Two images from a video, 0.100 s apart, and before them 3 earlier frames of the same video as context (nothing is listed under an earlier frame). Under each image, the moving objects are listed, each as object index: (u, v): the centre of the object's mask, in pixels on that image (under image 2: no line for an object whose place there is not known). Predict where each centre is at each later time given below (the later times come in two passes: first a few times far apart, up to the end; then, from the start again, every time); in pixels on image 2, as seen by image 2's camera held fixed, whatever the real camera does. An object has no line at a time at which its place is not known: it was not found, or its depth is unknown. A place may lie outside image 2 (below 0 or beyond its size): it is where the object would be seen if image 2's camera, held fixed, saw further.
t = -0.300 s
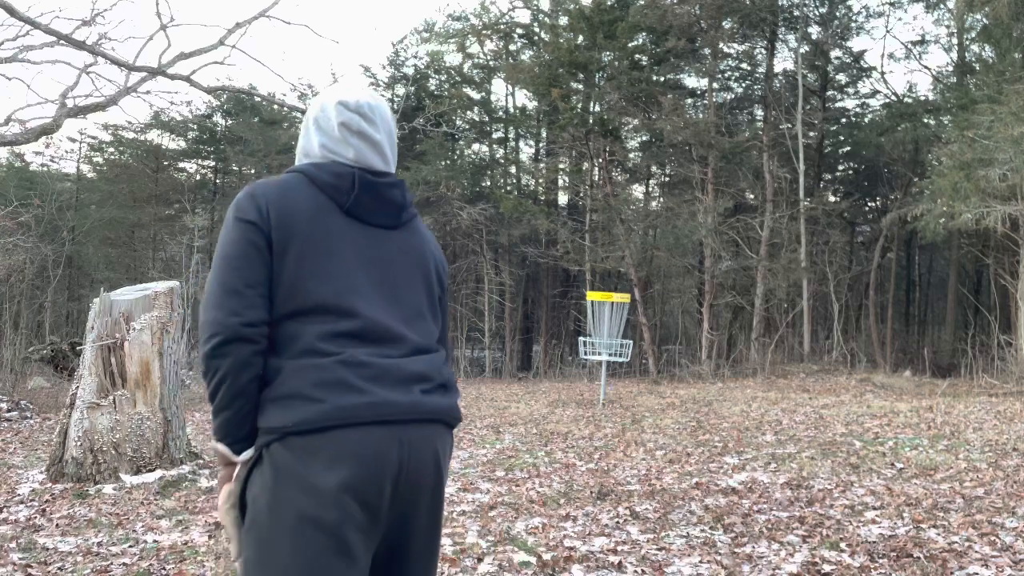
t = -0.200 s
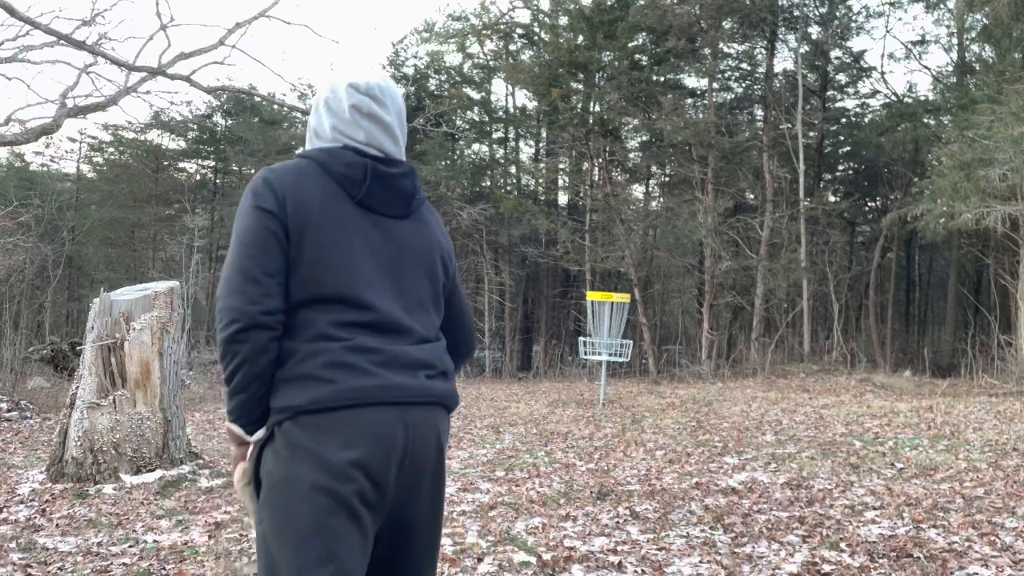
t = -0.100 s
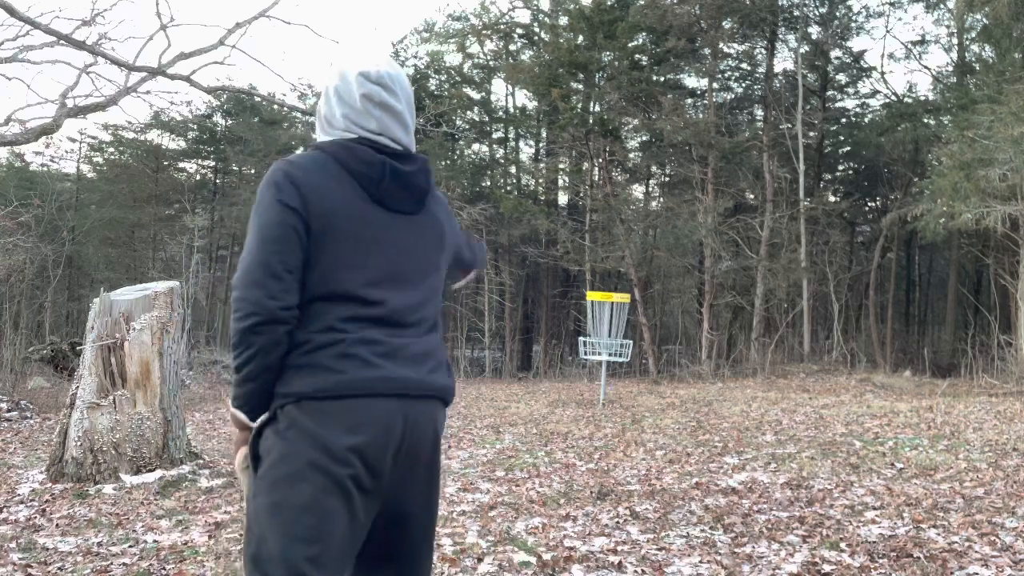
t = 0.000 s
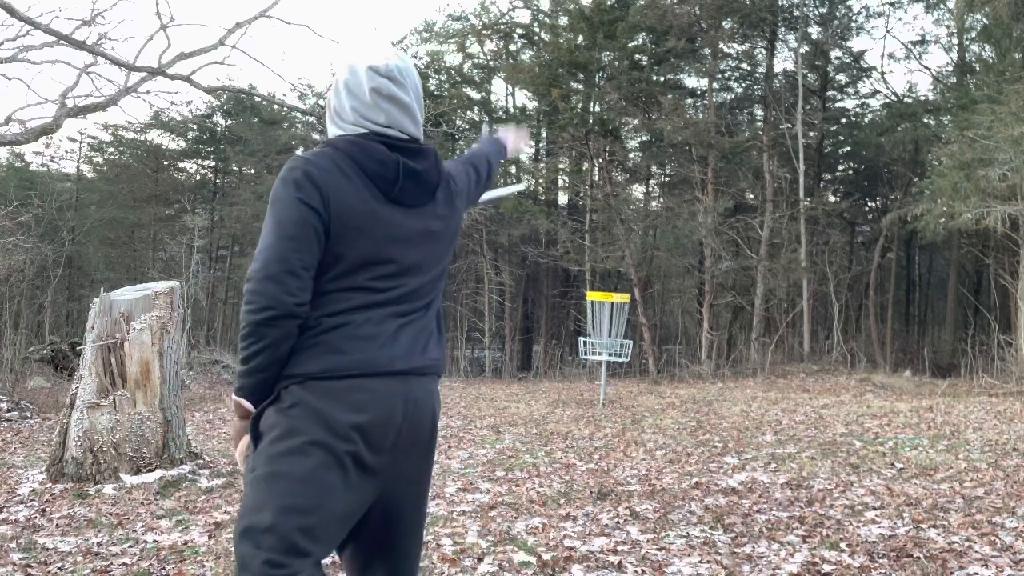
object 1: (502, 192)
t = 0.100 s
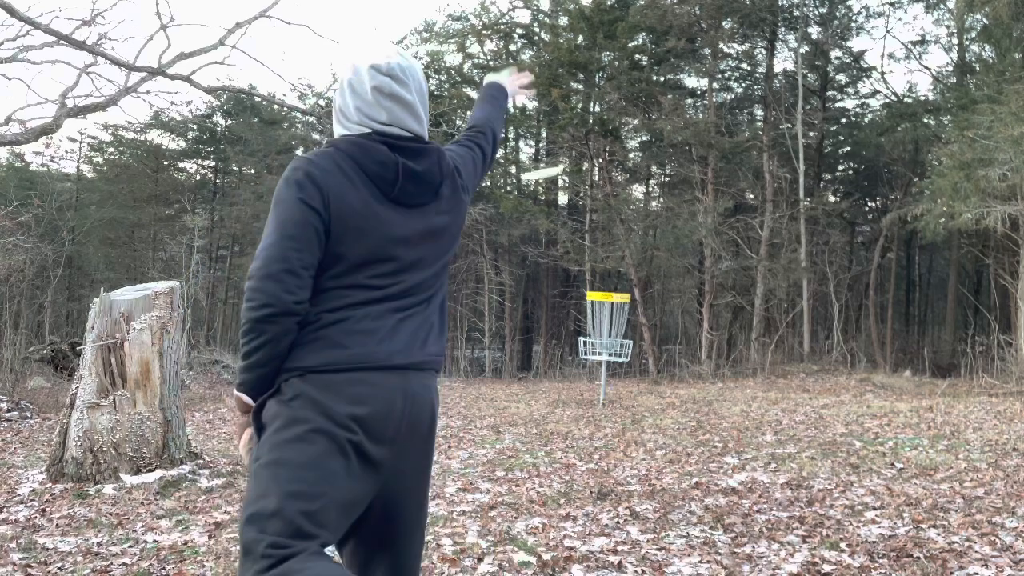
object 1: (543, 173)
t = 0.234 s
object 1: (576, 178)
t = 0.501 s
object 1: (610, 217)
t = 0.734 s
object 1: (618, 261)
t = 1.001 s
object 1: (605, 312)
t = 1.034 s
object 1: (602, 318)
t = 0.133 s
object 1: (553, 172)
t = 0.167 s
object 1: (561, 172)
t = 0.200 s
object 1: (569, 175)
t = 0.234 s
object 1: (576, 178)
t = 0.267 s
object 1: (583, 182)
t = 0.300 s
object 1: (585, 184)
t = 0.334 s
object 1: (593, 192)
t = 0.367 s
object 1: (597, 197)
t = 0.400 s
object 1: (600, 199)
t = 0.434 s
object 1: (604, 205)
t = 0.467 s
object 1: (607, 212)
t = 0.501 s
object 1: (610, 217)
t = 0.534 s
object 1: (612, 223)
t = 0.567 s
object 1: (614, 229)
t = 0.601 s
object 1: (615, 236)
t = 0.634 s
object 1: (617, 242)
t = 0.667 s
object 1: (618, 247)
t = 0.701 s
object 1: (618, 254)
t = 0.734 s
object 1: (618, 261)
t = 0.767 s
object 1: (618, 266)
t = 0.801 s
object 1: (617, 275)
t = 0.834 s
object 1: (616, 281)
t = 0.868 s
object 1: (614, 287)
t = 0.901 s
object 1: (614, 291)
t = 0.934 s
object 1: (607, 302)
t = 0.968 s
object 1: (607, 307)
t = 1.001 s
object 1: (605, 312)
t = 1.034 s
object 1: (602, 318)
